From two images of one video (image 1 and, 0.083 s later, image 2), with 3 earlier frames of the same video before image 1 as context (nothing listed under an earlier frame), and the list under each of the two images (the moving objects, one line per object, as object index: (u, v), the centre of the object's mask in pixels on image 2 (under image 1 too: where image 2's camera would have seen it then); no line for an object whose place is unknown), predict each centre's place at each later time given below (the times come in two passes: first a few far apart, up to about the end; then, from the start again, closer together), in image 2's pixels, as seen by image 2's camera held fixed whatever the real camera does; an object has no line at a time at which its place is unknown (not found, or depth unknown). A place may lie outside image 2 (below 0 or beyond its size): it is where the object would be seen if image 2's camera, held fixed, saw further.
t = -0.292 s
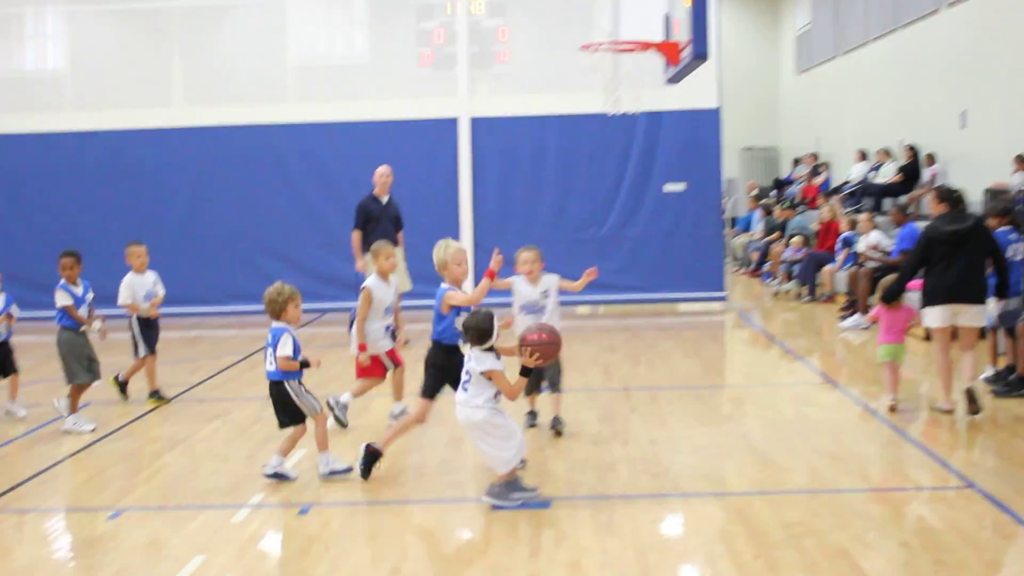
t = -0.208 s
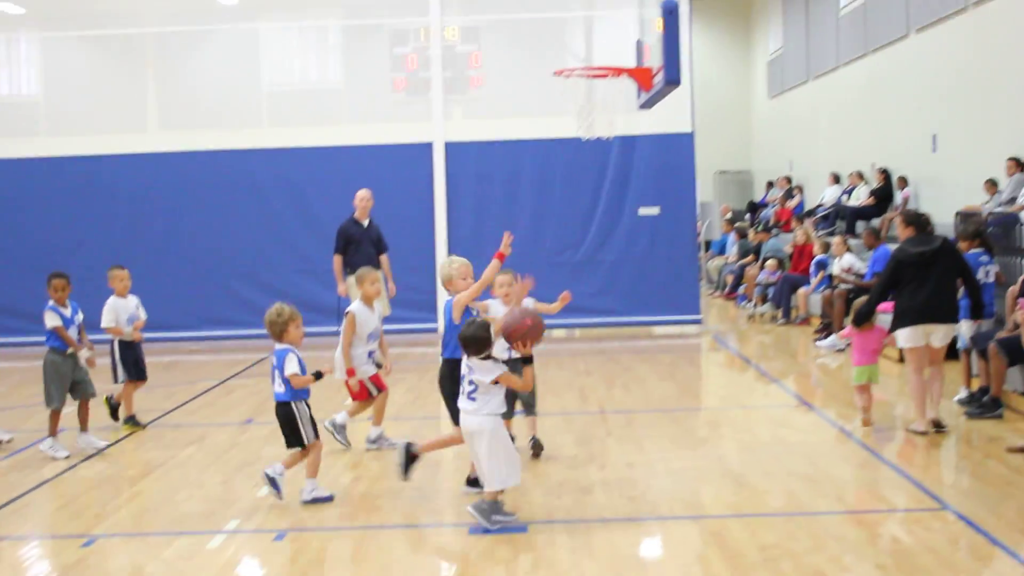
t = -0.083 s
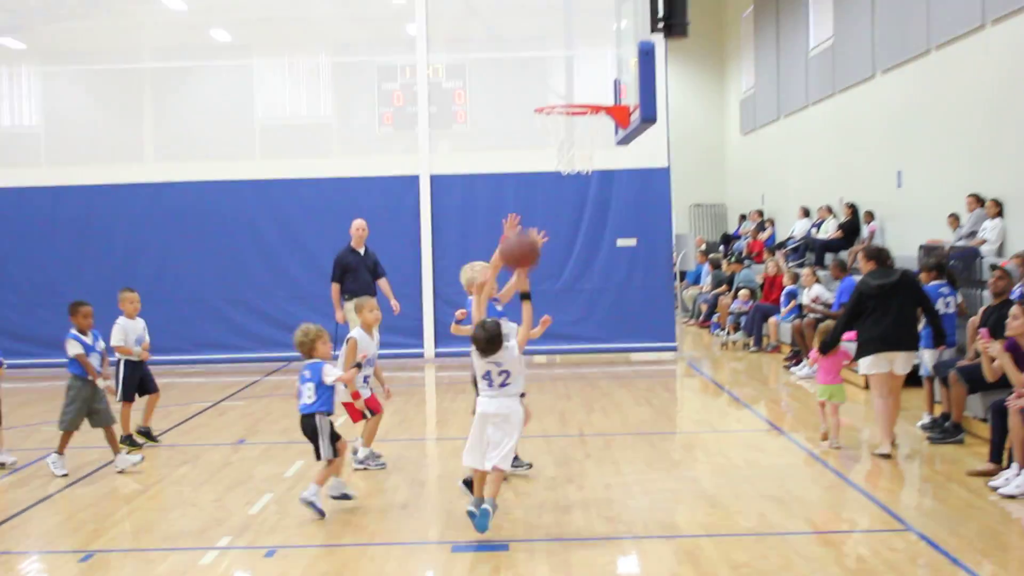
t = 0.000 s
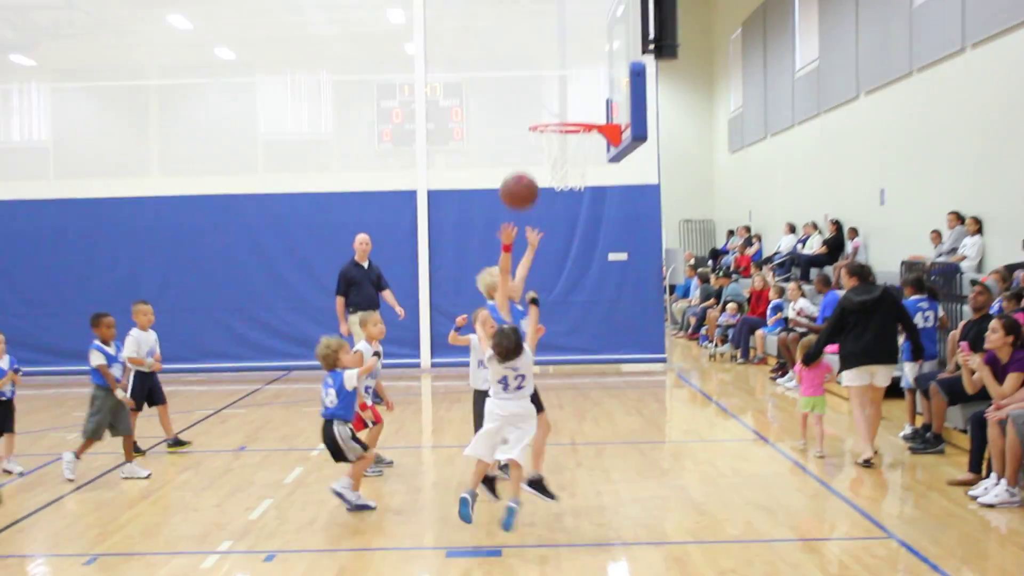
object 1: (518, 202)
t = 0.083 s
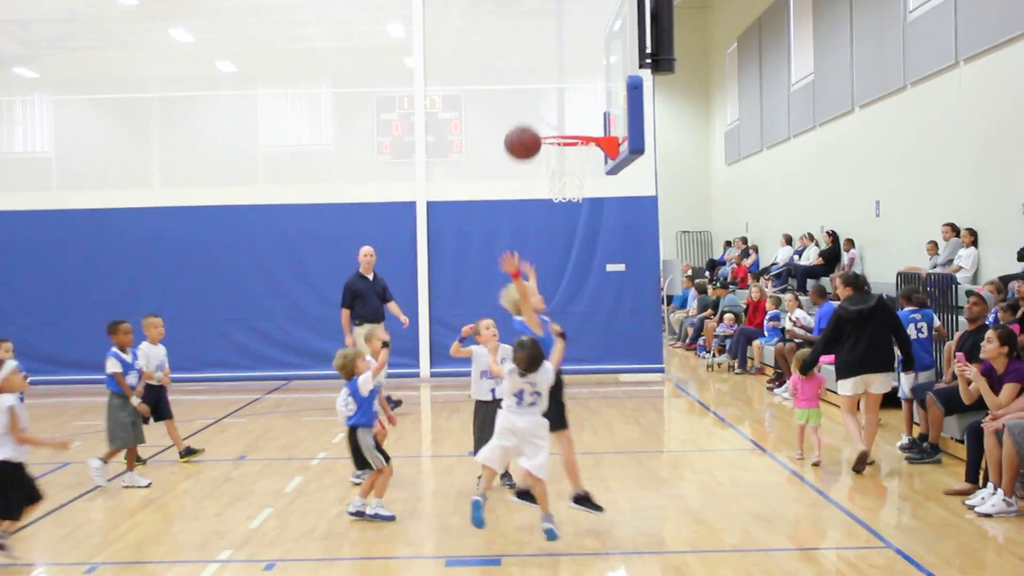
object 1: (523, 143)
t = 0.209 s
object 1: (530, 79)
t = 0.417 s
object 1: (544, 34)
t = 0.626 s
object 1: (558, 58)
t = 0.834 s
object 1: (571, 139)
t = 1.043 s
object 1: (559, 217)
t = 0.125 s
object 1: (525, 118)
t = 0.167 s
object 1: (528, 97)
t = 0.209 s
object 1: (530, 79)
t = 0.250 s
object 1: (533, 65)
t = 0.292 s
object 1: (536, 53)
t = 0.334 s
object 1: (538, 44)
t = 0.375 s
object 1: (541, 38)
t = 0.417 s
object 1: (544, 34)
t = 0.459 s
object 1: (547, 34)
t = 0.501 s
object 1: (549, 36)
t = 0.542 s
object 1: (552, 41)
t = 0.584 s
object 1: (555, 48)
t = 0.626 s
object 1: (558, 58)
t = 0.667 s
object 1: (561, 70)
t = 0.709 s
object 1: (563, 84)
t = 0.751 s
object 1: (566, 101)
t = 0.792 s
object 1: (569, 120)
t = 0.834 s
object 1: (571, 139)
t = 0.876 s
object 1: (571, 159)
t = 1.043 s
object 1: (559, 217)
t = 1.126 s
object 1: (552, 256)
